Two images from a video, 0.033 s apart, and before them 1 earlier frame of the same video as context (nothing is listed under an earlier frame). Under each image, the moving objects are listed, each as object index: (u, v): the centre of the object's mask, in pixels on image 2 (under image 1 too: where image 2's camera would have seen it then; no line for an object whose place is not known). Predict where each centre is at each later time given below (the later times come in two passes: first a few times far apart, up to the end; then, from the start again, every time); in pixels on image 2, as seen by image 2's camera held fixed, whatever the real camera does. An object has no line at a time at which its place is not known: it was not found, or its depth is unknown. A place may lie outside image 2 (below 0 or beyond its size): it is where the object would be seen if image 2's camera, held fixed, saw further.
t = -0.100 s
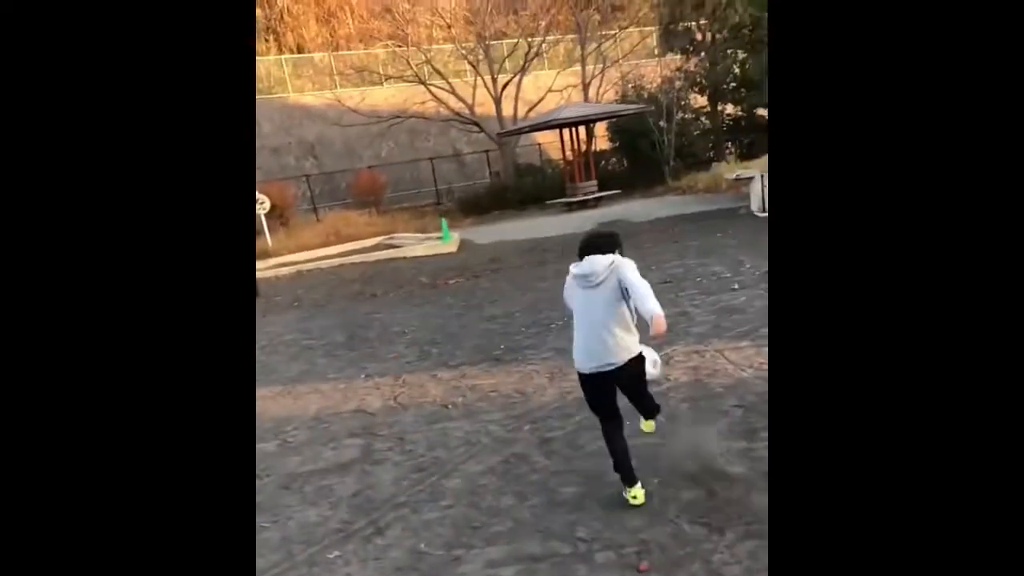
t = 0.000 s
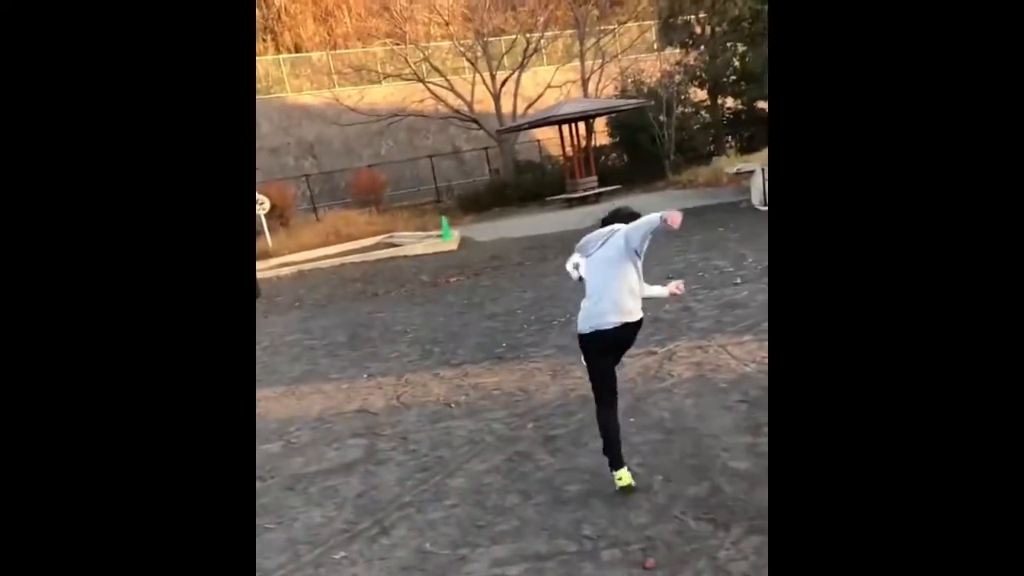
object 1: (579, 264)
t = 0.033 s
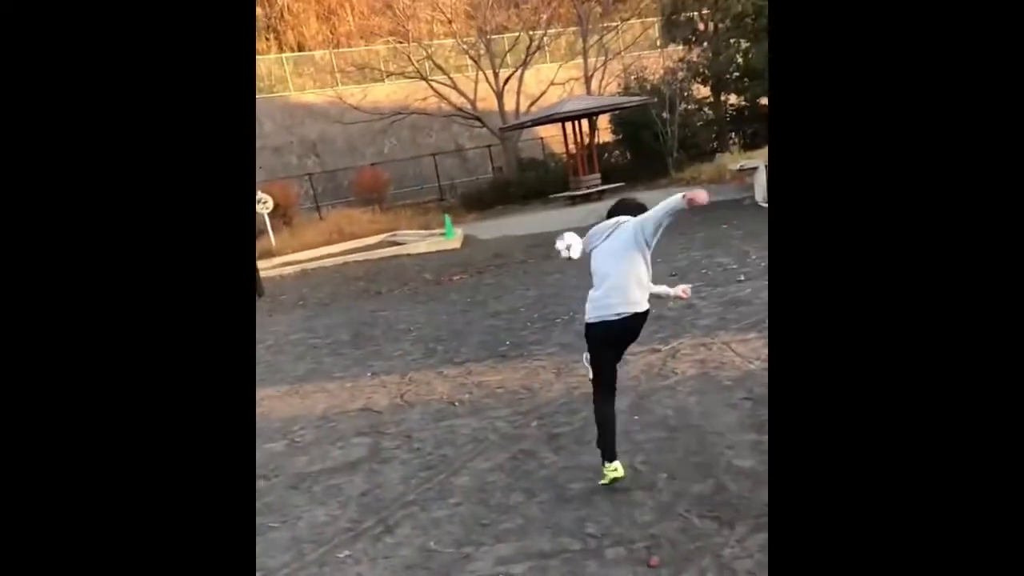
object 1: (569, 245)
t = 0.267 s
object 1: (503, 189)
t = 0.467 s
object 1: (476, 190)
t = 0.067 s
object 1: (555, 231)
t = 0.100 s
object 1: (544, 218)
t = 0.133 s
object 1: (534, 209)
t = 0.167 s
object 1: (525, 201)
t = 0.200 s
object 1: (517, 196)
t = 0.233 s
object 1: (510, 192)
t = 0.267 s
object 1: (503, 189)
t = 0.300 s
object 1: (497, 187)
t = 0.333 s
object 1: (492, 186)
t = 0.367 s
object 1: (487, 186)
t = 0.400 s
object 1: (483, 186)
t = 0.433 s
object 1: (479, 188)
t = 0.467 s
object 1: (476, 190)
